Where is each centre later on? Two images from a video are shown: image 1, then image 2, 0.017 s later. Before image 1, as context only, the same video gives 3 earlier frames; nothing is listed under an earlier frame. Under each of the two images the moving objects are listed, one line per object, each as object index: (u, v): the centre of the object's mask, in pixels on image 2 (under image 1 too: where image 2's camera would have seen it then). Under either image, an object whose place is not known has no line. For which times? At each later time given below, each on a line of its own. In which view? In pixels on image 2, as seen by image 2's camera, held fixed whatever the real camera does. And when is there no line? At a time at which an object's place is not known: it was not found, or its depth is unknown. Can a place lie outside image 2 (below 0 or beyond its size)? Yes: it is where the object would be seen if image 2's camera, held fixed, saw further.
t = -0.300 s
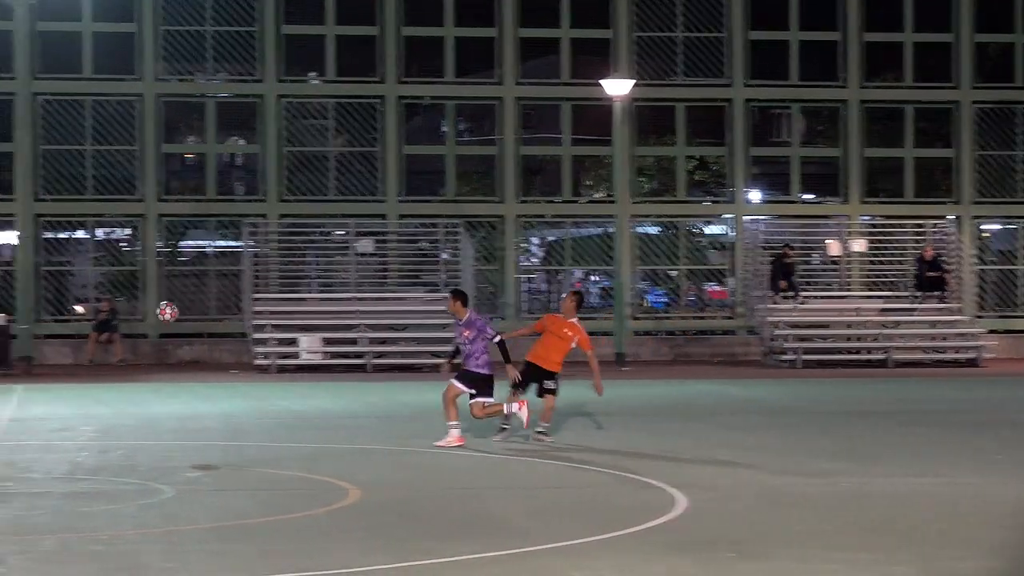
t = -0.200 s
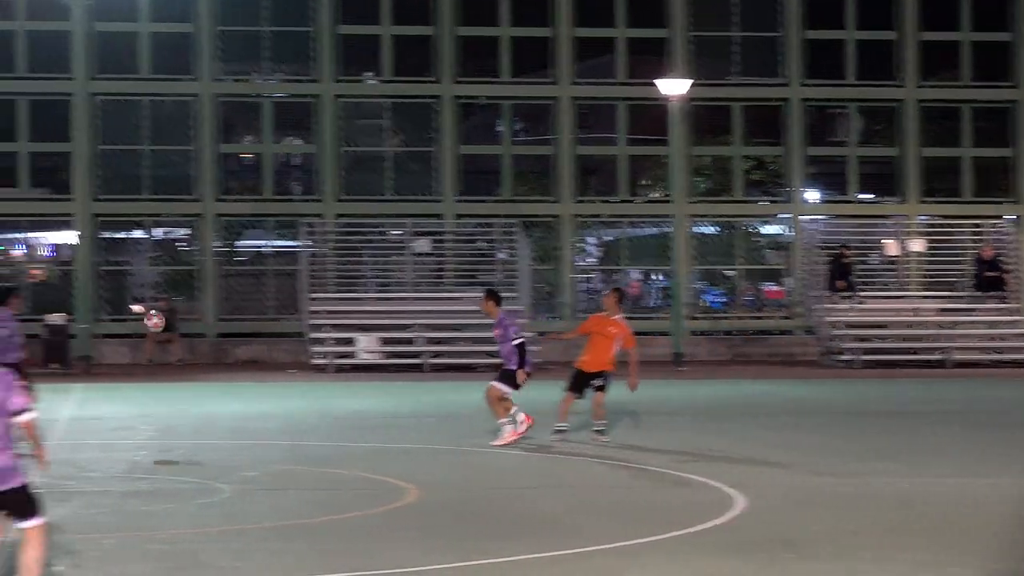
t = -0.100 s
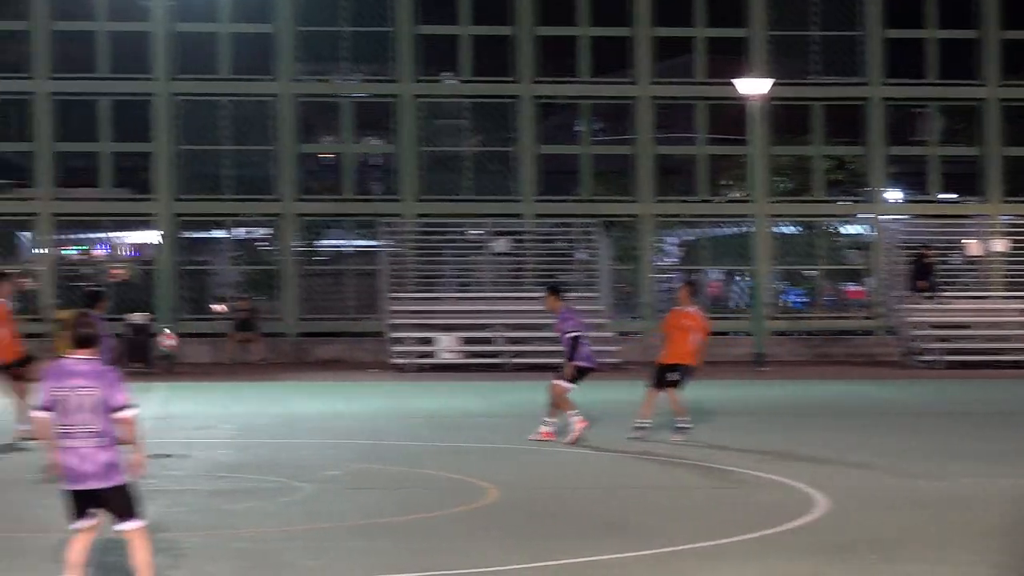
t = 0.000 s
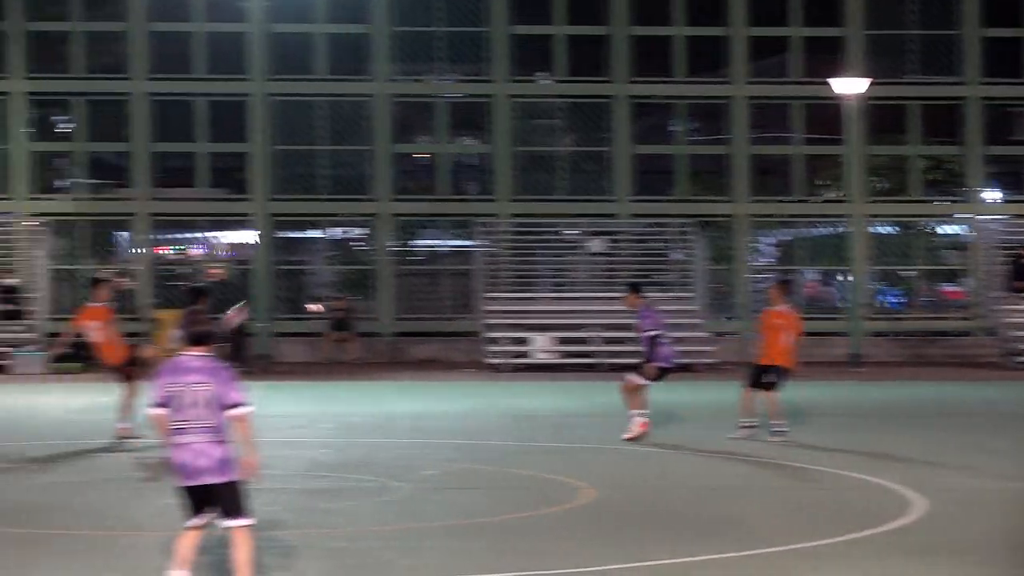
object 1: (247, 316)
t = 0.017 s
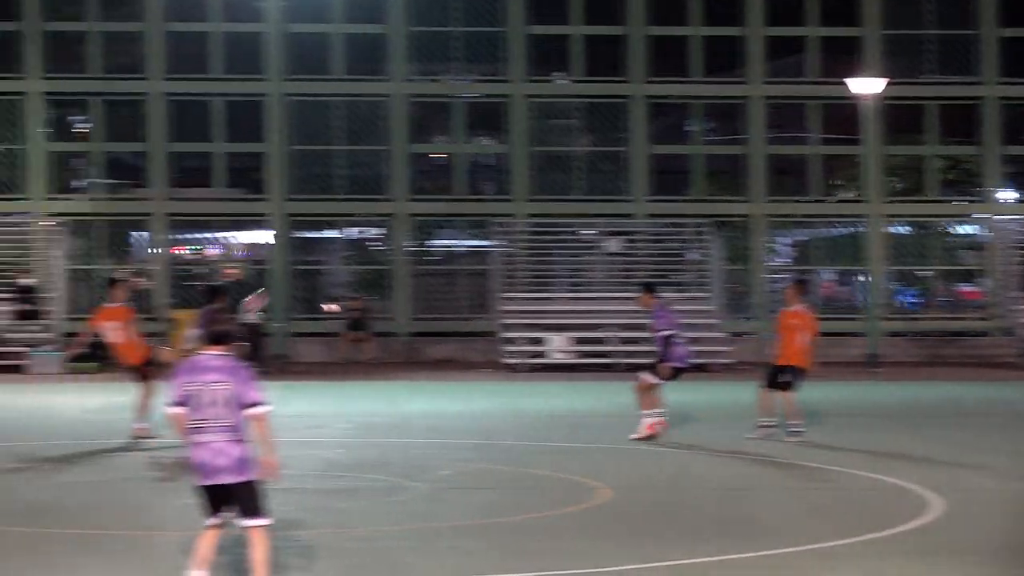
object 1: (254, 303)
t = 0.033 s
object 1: (261, 292)
